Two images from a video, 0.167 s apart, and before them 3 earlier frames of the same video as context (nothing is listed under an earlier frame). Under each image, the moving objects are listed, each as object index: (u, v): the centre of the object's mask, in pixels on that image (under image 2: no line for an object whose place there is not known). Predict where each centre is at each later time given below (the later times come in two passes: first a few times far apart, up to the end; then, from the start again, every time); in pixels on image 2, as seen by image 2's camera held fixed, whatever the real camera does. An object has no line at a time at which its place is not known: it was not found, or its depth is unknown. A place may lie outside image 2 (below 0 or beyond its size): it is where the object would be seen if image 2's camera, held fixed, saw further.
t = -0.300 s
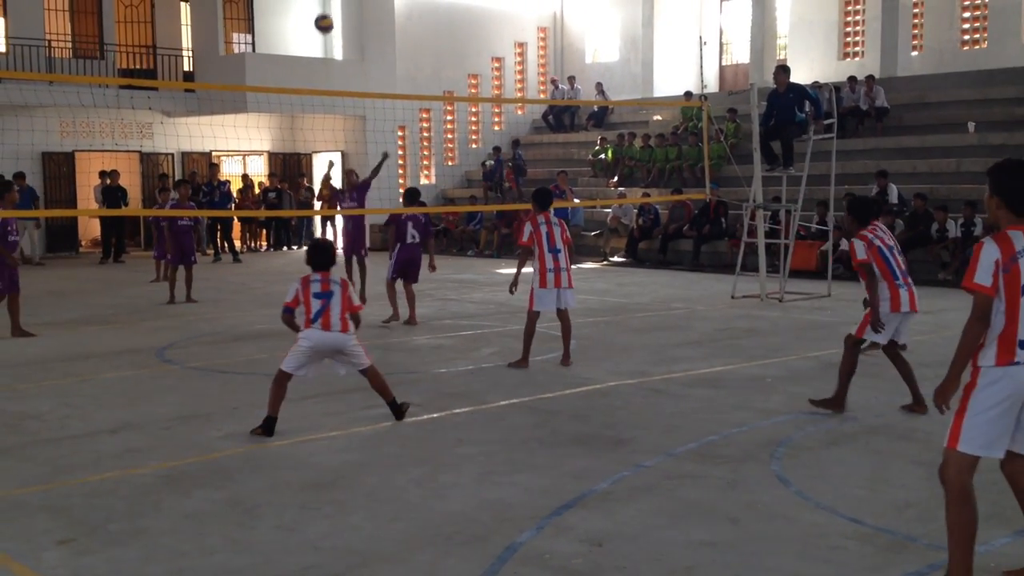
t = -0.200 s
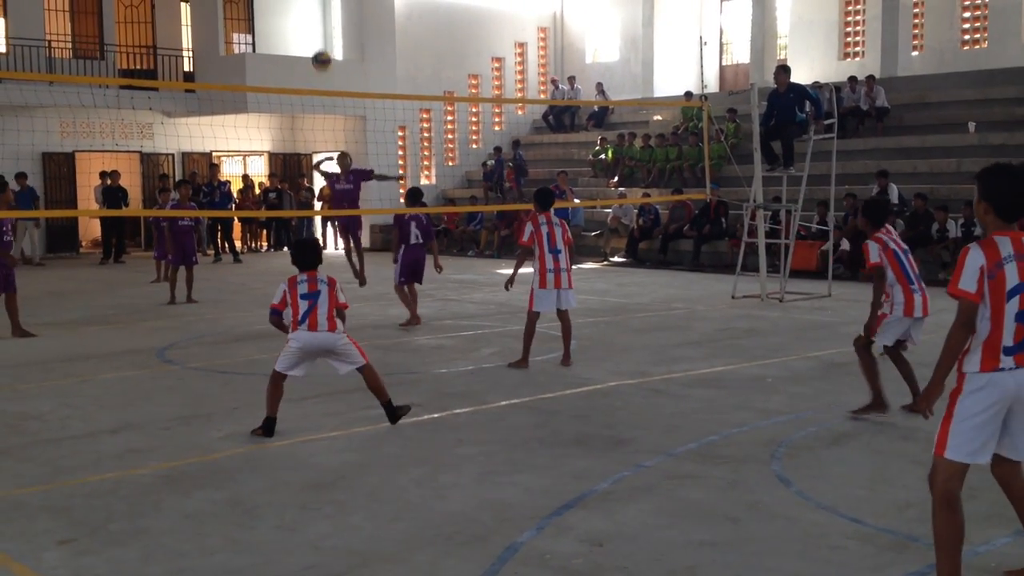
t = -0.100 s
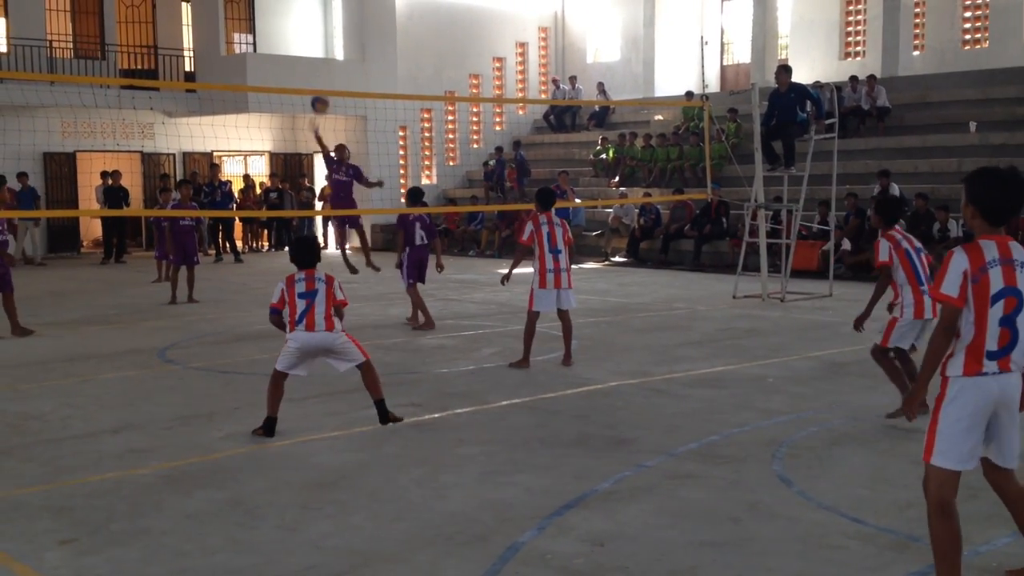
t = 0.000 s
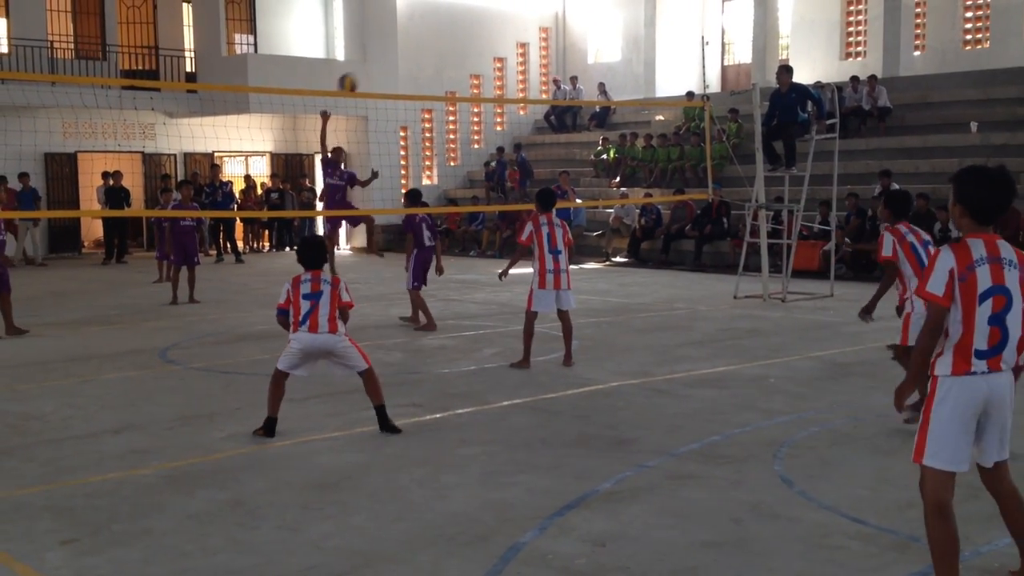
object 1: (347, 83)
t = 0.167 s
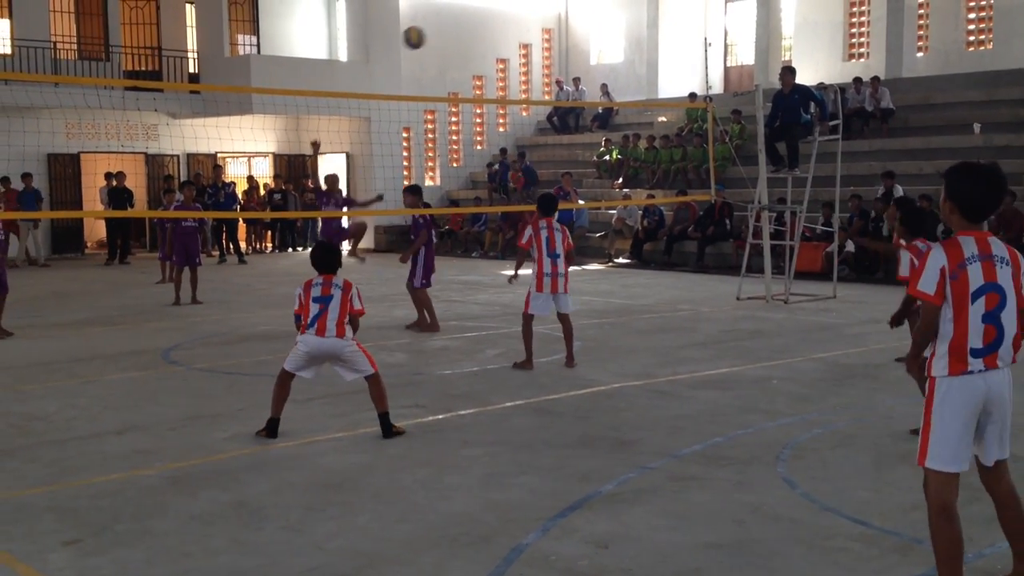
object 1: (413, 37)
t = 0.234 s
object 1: (443, 25)
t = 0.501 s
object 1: (593, 27)
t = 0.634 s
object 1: (701, 74)
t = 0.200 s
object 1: (428, 31)
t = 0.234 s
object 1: (443, 25)
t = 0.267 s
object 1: (458, 21)
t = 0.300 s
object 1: (475, 17)
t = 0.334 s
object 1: (492, 16)
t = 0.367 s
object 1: (511, 16)
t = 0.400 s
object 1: (530, 17)
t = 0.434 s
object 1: (550, 19)
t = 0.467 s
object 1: (572, 21)
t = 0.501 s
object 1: (593, 27)
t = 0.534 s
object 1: (622, 36)
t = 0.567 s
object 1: (645, 45)
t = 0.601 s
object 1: (671, 58)
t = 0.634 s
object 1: (701, 74)
